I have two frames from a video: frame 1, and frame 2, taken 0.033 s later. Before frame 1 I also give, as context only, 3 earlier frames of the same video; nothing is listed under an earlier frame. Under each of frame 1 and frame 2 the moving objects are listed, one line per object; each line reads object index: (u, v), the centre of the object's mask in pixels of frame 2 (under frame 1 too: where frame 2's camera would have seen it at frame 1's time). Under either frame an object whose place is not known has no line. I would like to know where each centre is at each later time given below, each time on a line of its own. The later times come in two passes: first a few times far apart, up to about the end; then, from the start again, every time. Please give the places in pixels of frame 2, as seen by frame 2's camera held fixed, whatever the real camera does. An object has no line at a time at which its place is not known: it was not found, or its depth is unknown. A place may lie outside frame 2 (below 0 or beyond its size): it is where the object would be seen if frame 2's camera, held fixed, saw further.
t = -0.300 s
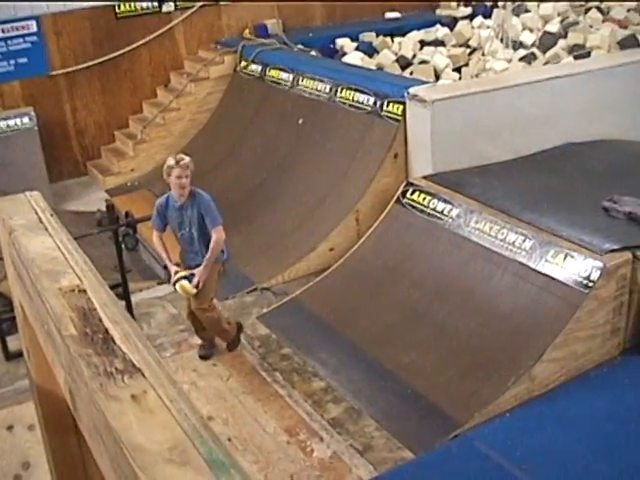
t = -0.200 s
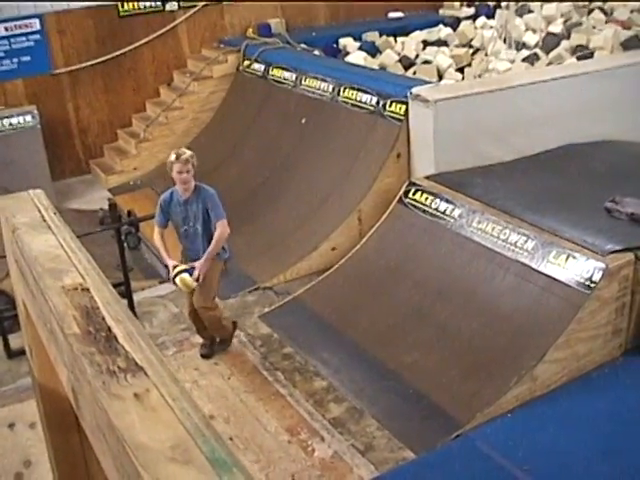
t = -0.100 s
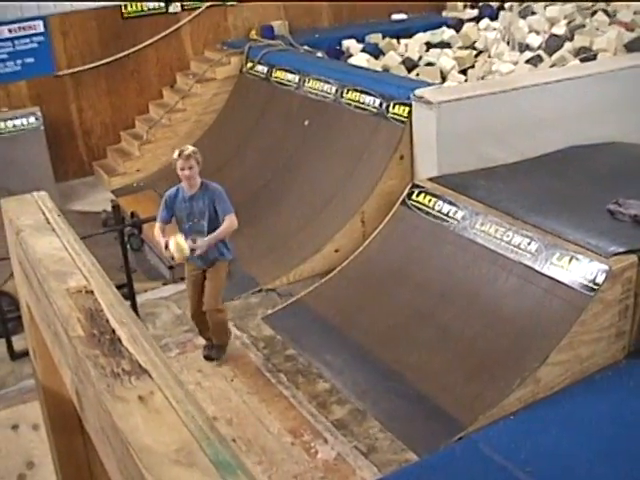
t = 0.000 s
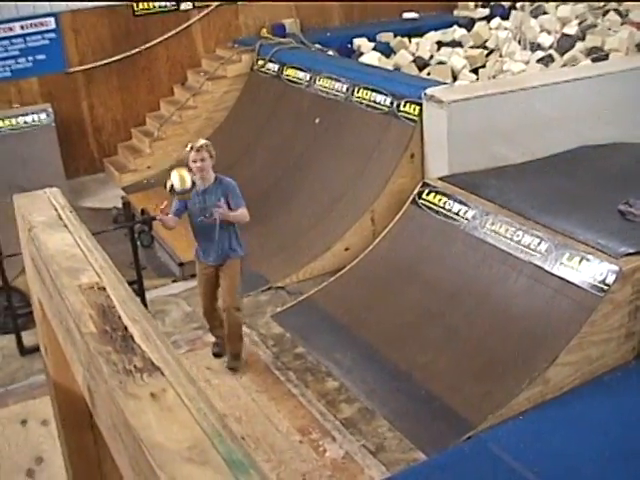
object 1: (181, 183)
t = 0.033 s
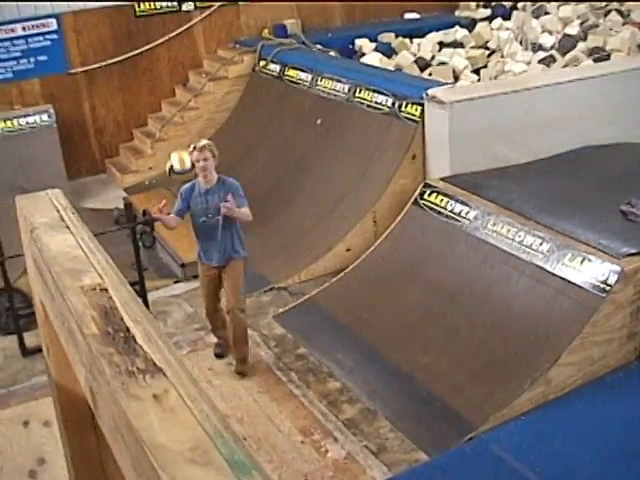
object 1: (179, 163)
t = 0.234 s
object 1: (171, 84)
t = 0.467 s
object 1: (165, 61)
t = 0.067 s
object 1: (178, 149)
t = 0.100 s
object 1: (176, 133)
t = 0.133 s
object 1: (175, 118)
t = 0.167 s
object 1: (174, 105)
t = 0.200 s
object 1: (173, 93)
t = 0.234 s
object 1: (171, 84)
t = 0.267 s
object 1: (170, 76)
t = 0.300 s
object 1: (169, 70)
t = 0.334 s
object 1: (168, 65)
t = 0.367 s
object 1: (167, 62)
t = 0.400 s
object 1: (166, 61)
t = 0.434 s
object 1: (166, 60)
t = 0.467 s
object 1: (165, 61)
